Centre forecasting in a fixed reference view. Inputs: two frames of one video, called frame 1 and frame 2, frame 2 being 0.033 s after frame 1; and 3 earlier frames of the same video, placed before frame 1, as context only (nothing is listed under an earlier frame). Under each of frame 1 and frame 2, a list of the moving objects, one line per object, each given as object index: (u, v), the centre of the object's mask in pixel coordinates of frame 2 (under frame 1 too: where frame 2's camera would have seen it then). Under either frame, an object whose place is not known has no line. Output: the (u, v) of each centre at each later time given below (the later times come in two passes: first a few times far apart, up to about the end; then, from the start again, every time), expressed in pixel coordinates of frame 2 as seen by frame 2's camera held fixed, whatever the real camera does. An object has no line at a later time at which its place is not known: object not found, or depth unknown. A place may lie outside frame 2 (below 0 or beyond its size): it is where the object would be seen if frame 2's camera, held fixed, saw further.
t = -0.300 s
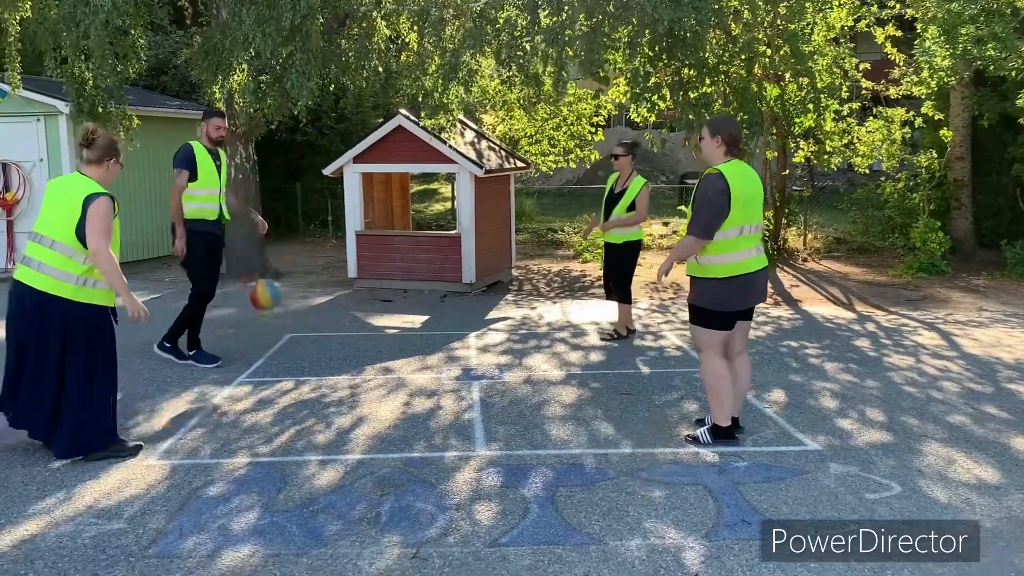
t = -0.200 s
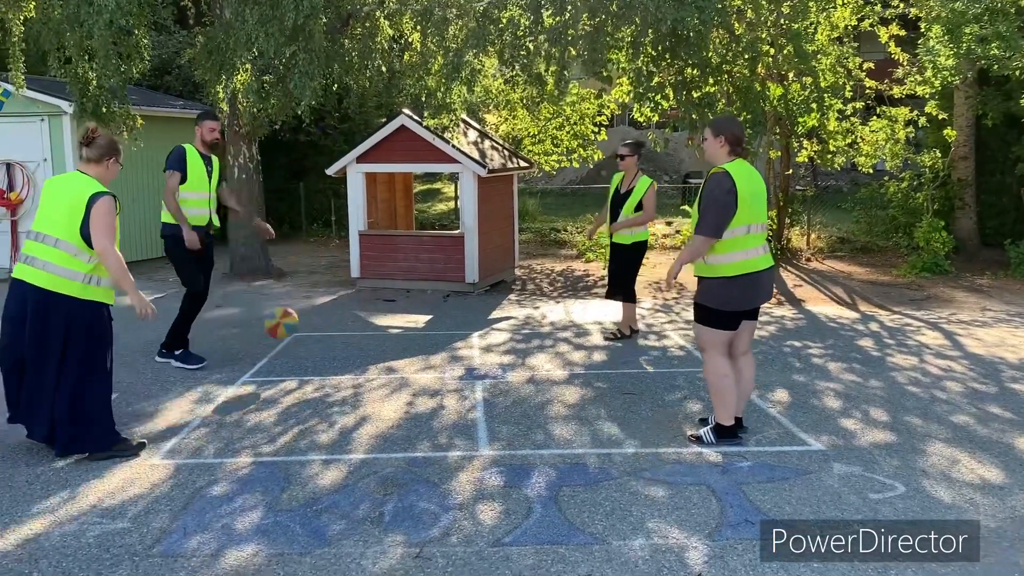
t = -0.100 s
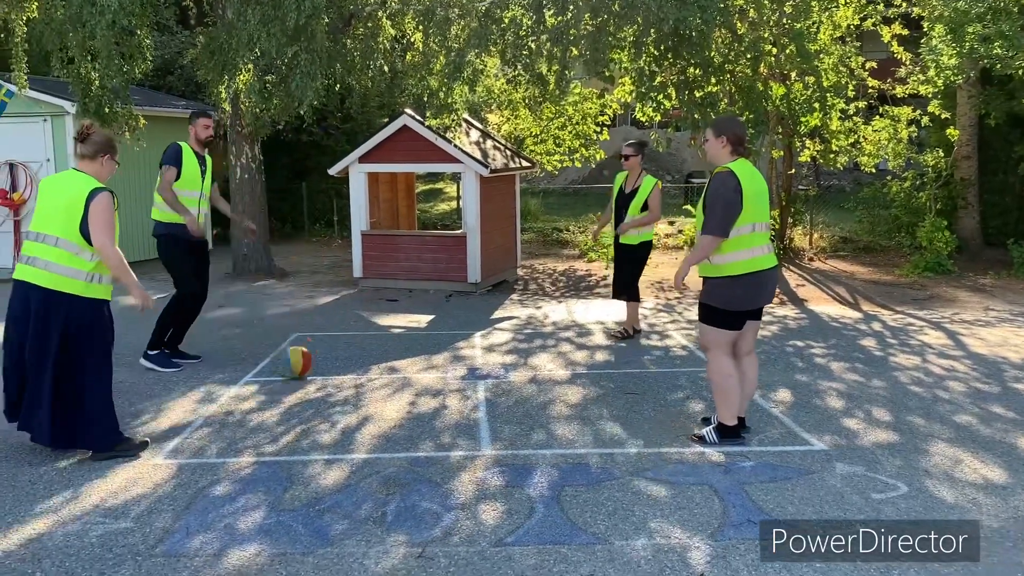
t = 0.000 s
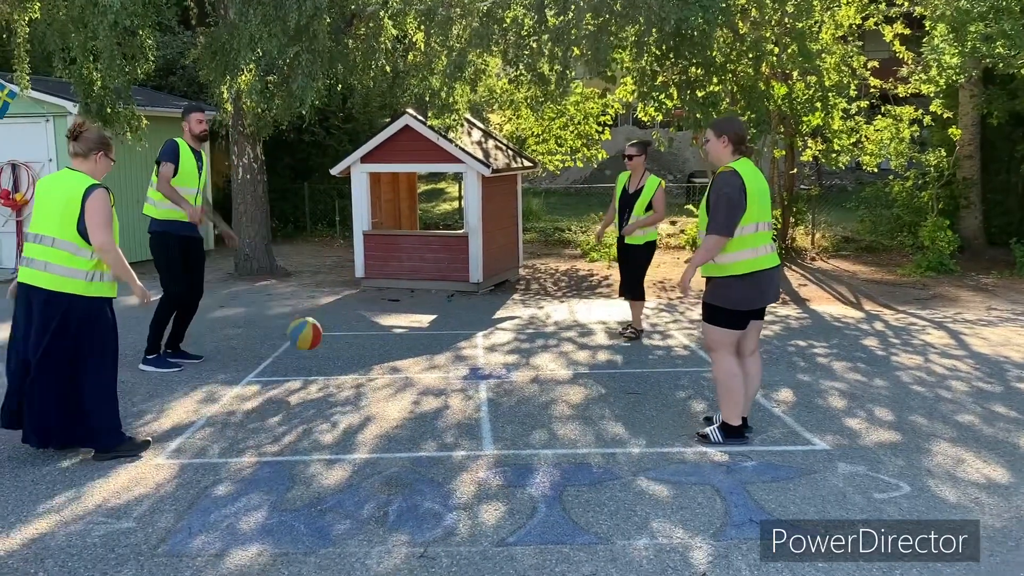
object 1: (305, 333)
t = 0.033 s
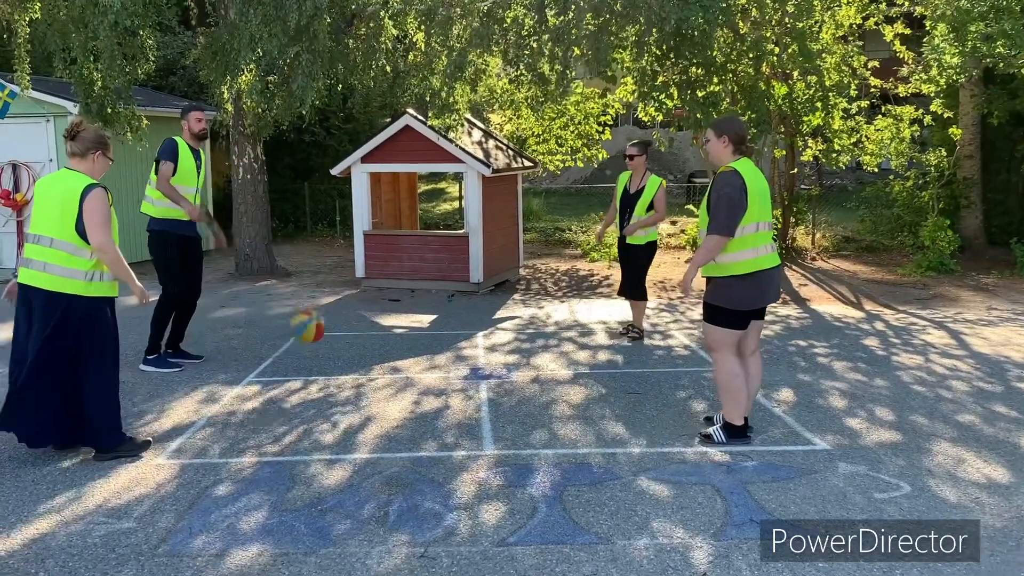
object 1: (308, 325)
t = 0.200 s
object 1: (318, 315)
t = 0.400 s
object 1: (339, 359)
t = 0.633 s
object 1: (359, 348)
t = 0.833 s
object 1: (382, 367)
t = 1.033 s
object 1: (403, 384)
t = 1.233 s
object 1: (427, 388)
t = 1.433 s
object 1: (449, 409)
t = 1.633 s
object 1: (476, 417)
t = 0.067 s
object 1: (309, 321)
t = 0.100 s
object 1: (313, 317)
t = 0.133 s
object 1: (315, 313)
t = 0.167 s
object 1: (316, 314)
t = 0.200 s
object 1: (318, 315)
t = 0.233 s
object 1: (323, 320)
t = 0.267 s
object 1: (325, 324)
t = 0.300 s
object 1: (327, 330)
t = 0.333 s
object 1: (331, 337)
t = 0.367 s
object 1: (335, 348)
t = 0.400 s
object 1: (339, 359)
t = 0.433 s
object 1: (342, 373)
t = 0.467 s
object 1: (344, 383)
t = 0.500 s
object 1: (348, 373)
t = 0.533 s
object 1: (351, 364)
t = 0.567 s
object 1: (355, 357)
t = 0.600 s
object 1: (357, 350)
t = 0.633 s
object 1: (359, 348)
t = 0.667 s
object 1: (364, 346)
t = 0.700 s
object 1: (367, 347)
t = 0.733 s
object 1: (371, 350)
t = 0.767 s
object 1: (374, 354)
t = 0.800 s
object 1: (378, 359)
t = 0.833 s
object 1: (382, 367)
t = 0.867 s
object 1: (385, 377)
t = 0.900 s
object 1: (389, 388)
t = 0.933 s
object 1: (393, 402)
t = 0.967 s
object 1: (396, 398)
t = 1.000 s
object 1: (400, 390)
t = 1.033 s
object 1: (403, 384)
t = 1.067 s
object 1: (407, 380)
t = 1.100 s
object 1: (410, 378)
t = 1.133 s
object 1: (414, 377)
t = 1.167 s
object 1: (418, 378)
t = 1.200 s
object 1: (422, 382)
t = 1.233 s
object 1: (427, 388)
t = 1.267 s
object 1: (430, 395)
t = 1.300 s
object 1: (436, 405)
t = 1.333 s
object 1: (440, 417)
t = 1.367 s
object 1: (444, 421)
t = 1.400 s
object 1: (447, 414)
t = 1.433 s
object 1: (449, 409)
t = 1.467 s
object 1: (455, 405)
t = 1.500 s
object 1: (458, 402)
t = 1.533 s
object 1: (463, 403)
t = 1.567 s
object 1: (467, 406)
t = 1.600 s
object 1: (469, 410)
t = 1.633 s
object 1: (476, 417)
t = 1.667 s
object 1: (481, 427)
